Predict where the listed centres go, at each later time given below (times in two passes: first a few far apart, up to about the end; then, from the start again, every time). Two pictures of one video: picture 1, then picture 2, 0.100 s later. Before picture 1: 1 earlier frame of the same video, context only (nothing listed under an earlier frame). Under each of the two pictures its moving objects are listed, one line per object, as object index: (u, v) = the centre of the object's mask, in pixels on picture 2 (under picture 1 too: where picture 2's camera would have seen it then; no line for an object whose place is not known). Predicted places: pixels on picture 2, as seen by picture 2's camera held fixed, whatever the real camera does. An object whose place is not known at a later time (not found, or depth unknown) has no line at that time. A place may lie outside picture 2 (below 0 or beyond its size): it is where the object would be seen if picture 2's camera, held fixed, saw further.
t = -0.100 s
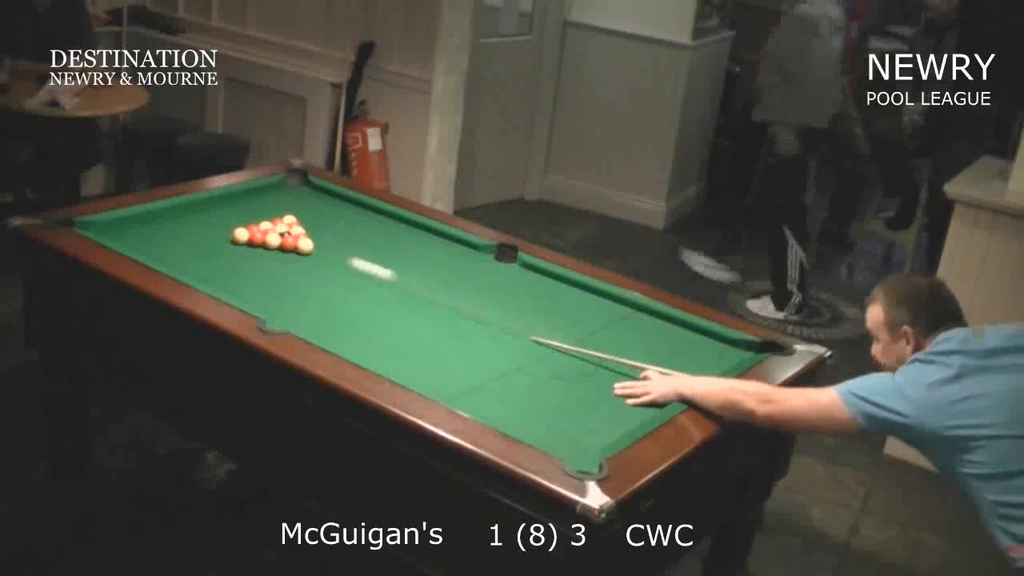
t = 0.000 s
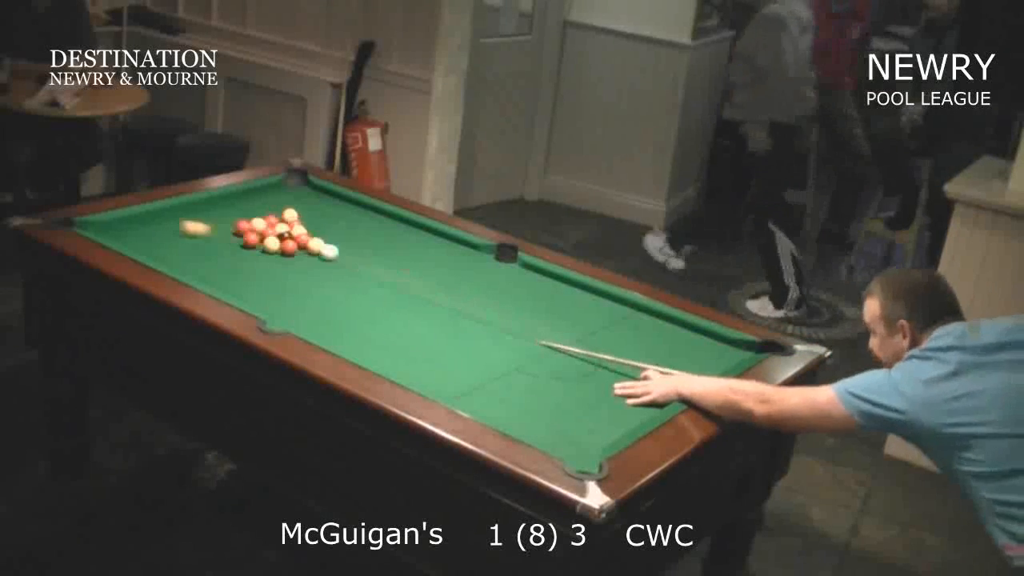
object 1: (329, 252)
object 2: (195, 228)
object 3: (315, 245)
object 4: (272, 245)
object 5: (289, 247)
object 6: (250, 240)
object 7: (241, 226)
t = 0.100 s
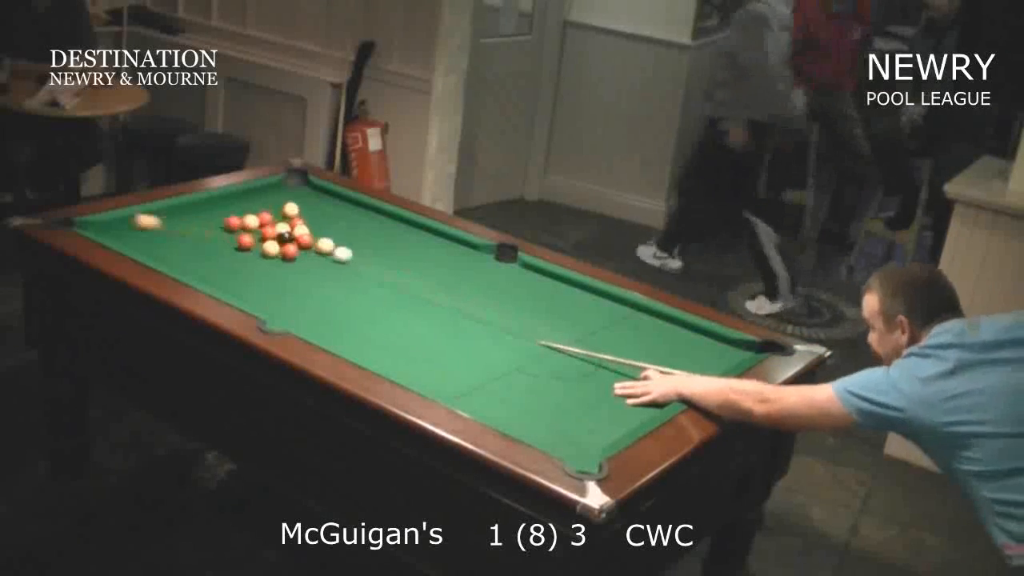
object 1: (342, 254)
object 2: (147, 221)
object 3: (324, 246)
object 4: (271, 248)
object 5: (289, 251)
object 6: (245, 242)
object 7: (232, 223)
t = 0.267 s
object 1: (369, 259)
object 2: (133, 236)
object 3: (343, 246)
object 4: (268, 257)
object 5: (291, 259)
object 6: (233, 246)
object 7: (213, 214)
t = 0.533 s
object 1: (412, 265)
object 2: (185, 260)
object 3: (371, 246)
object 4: (264, 270)
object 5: (292, 274)
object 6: (214, 253)
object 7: (195, 207)
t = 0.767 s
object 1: (447, 271)
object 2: (250, 274)
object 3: (394, 246)
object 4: (261, 283)
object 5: (294, 287)
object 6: (200, 258)
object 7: (213, 215)
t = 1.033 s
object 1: (483, 277)
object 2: (328, 290)
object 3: (417, 246)
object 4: (256, 295)
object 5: (296, 300)
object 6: (183, 263)
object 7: (231, 221)
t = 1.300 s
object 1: (515, 283)
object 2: (398, 306)
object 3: (436, 245)
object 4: (259, 302)
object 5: (298, 313)
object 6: (174, 264)
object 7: (248, 227)
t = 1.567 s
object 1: (548, 287)
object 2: (476, 323)
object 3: (455, 245)
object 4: (279, 305)
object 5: (300, 323)
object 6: (183, 264)
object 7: (254, 234)
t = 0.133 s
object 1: (349, 255)
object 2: (129, 219)
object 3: (329, 246)
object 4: (270, 250)
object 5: (290, 253)
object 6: (242, 243)
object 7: (228, 221)
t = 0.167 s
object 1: (355, 257)
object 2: (130, 224)
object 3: (334, 246)
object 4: (270, 252)
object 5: (290, 255)
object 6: (239, 244)
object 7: (223, 219)
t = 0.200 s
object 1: (362, 258)
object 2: (132, 230)
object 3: (338, 246)
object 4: (269, 254)
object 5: (290, 257)
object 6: (237, 245)
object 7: (218, 217)
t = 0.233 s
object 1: (365, 258)
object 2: (133, 235)
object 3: (341, 246)
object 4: (269, 255)
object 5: (291, 258)
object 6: (235, 246)
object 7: (215, 215)
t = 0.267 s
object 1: (369, 259)
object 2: (133, 236)
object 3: (343, 246)
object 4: (268, 257)
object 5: (291, 259)
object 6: (233, 246)
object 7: (213, 214)
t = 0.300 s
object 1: (375, 260)
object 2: (136, 240)
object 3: (347, 246)
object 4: (268, 258)
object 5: (292, 261)
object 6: (231, 247)
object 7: (209, 213)
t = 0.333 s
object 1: (381, 261)
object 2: (137, 245)
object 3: (351, 246)
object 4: (267, 260)
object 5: (292, 263)
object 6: (228, 248)
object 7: (204, 211)
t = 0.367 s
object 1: (387, 262)
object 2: (141, 249)
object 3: (355, 246)
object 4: (266, 262)
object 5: (292, 266)
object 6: (225, 249)
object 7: (200, 209)
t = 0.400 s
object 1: (393, 263)
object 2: (153, 252)
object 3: (359, 246)
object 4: (266, 264)
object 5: (292, 268)
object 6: (222, 250)
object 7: (195, 207)
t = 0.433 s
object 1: (397, 263)
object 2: (159, 253)
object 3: (361, 246)
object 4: (265, 266)
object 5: (292, 269)
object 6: (220, 251)
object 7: (192, 206)
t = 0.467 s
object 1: (400, 264)
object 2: (166, 255)
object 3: (364, 246)
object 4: (265, 267)
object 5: (292, 270)
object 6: (219, 251)
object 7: (191, 206)
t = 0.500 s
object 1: (405, 264)
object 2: (174, 258)
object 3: (367, 246)
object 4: (264, 268)
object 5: (292, 272)
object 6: (216, 252)
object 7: (192, 206)
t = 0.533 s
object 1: (412, 265)
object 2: (185, 260)
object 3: (371, 246)
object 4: (264, 270)
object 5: (292, 274)
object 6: (214, 253)
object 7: (195, 207)
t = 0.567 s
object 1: (417, 265)
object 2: (195, 262)
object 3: (375, 246)
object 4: (263, 272)
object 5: (292, 276)
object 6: (213, 253)
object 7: (197, 207)
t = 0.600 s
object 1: (423, 267)
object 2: (208, 265)
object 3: (379, 246)
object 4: (262, 274)
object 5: (292, 278)
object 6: (210, 251)
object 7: (201, 210)
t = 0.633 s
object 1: (427, 267)
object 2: (217, 267)
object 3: (381, 246)
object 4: (262, 275)
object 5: (293, 280)
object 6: (207, 254)
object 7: (203, 211)
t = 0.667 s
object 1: (430, 268)
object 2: (220, 267)
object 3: (383, 246)
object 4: (262, 277)
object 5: (293, 281)
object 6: (205, 255)
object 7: (206, 211)
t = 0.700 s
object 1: (435, 269)
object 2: (231, 270)
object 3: (386, 246)
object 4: (262, 279)
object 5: (293, 283)
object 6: (203, 257)
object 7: (208, 212)
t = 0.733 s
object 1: (441, 270)
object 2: (242, 273)
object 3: (390, 246)
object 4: (260, 281)
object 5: (294, 285)
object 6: (201, 258)
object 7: (210, 213)
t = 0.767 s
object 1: (447, 271)
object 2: (250, 274)
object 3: (394, 246)
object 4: (261, 283)
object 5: (294, 287)
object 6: (200, 258)
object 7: (213, 215)
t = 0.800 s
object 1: (452, 272)
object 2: (267, 275)
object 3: (397, 246)
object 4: (259, 285)
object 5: (295, 289)
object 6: (196, 259)
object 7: (216, 216)
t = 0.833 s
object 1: (456, 273)
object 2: (277, 279)
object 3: (400, 246)
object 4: (259, 286)
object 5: (295, 290)
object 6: (195, 260)
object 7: (218, 216)
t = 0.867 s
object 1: (459, 273)
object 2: (278, 279)
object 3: (402, 246)
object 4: (259, 287)
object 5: (295, 291)
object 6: (193, 260)
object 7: (220, 217)
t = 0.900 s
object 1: (464, 274)
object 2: (286, 281)
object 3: (405, 246)
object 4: (258, 288)
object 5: (296, 294)
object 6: (191, 261)
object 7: (221, 218)
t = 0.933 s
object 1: (469, 275)
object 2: (299, 283)
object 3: (408, 246)
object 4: (258, 290)
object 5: (295, 296)
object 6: (189, 261)
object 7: (224, 218)
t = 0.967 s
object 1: (475, 276)
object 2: (311, 287)
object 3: (411, 245)
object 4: (256, 293)
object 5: (295, 297)
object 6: (186, 262)
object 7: (227, 220)
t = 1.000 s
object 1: (480, 277)
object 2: (320, 290)
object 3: (415, 245)
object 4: (256, 294)
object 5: (296, 299)
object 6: (184, 262)
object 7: (230, 220)
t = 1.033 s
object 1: (483, 277)
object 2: (328, 290)
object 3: (417, 246)
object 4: (256, 295)
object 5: (296, 300)
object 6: (183, 263)
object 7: (231, 221)
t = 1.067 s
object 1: (486, 277)
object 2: (334, 292)
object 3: (419, 245)
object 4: (256, 296)
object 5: (296, 302)
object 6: (182, 263)
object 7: (233, 222)
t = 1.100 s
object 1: (490, 278)
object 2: (344, 294)
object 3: (421, 246)
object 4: (255, 298)
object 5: (296, 303)
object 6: (180, 263)
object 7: (235, 223)
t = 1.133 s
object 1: (495, 279)
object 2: (355, 297)
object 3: (424, 246)
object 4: (255, 299)
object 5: (296, 305)
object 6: (178, 263)
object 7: (237, 223)
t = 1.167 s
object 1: (500, 280)
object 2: (366, 299)
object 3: (427, 246)
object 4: (254, 300)
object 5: (297, 307)
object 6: (177, 264)
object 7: (240, 224)
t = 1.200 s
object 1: (505, 281)
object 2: (377, 301)
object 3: (430, 246)
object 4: (254, 301)
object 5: (297, 309)
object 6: (175, 263)
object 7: (243, 225)
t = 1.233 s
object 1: (509, 282)
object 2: (386, 303)
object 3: (432, 246)
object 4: (255, 302)
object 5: (297, 310)
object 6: (175, 263)
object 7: (244, 226)
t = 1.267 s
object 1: (512, 282)
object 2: (393, 305)
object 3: (434, 246)
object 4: (256, 302)
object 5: (297, 311)
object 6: (174, 264)
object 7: (246, 227)
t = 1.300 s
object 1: (515, 283)
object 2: (398, 306)
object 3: (436, 245)
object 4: (259, 302)
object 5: (298, 313)
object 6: (174, 264)
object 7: (248, 227)
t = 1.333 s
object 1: (520, 283)
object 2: (410, 308)
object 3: (439, 246)
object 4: (262, 303)
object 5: (298, 315)
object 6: (175, 264)
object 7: (250, 228)
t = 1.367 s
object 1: (525, 284)
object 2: (421, 311)
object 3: (442, 246)
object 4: (265, 304)
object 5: (298, 316)
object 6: (176, 264)
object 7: (251, 229)
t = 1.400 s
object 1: (530, 285)
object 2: (432, 313)
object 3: (445, 246)
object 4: (268, 304)
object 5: (298, 318)
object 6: (177, 264)
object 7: (251, 230)
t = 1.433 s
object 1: (532, 285)
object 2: (441, 316)
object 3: (446, 246)
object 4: (270, 305)
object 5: (298, 319)
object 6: (178, 264)
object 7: (252, 230)
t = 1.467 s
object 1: (535, 285)
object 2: (446, 317)
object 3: (448, 245)
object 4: (271, 305)
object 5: (298, 320)
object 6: (179, 265)
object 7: (252, 231)
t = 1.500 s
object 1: (539, 286)
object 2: (454, 318)
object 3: (450, 246)
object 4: (274, 305)
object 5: (299, 321)
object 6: (180, 265)
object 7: (253, 232)
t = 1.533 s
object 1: (543, 287)
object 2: (465, 321)
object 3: (453, 245)
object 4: (276, 306)
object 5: (299, 322)
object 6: (181, 265)
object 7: (253, 233)
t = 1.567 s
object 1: (548, 287)
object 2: (476, 323)
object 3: (455, 245)
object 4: (279, 305)
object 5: (300, 323)
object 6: (183, 264)
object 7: (254, 234)
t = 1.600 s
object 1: (552, 288)
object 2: (487, 326)
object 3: (457, 246)
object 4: (281, 306)
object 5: (299, 325)
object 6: (184, 264)
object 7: (255, 234)
